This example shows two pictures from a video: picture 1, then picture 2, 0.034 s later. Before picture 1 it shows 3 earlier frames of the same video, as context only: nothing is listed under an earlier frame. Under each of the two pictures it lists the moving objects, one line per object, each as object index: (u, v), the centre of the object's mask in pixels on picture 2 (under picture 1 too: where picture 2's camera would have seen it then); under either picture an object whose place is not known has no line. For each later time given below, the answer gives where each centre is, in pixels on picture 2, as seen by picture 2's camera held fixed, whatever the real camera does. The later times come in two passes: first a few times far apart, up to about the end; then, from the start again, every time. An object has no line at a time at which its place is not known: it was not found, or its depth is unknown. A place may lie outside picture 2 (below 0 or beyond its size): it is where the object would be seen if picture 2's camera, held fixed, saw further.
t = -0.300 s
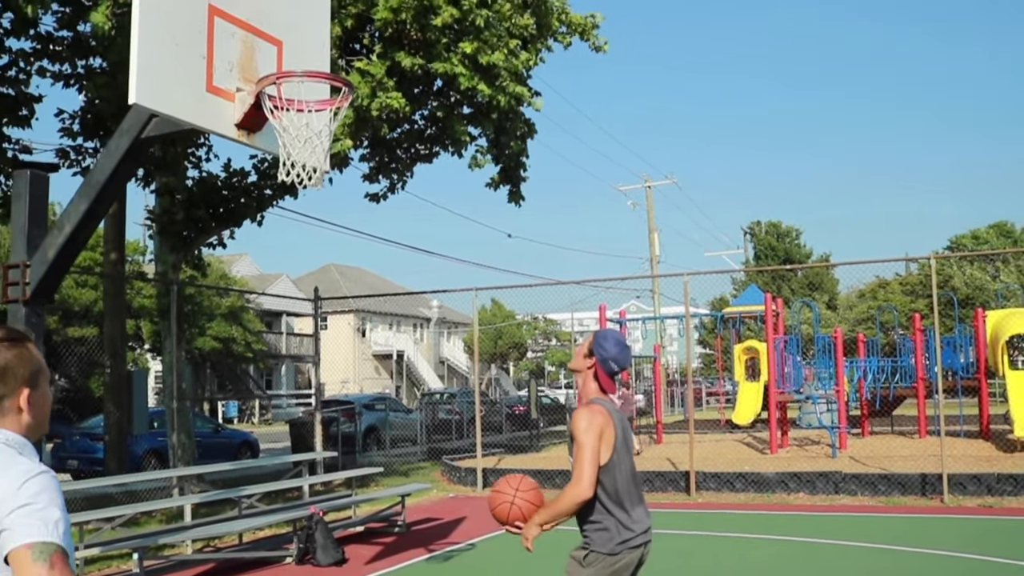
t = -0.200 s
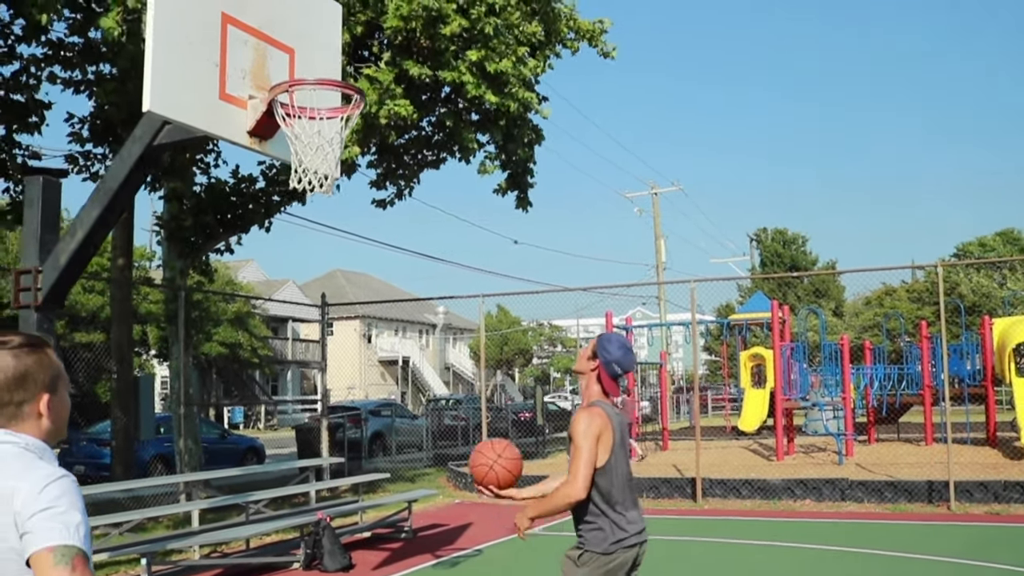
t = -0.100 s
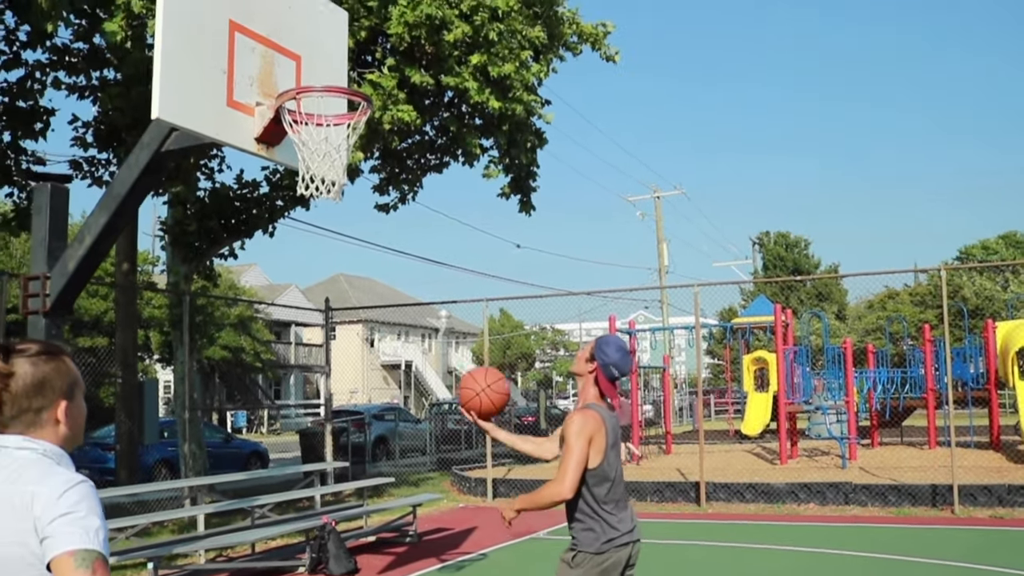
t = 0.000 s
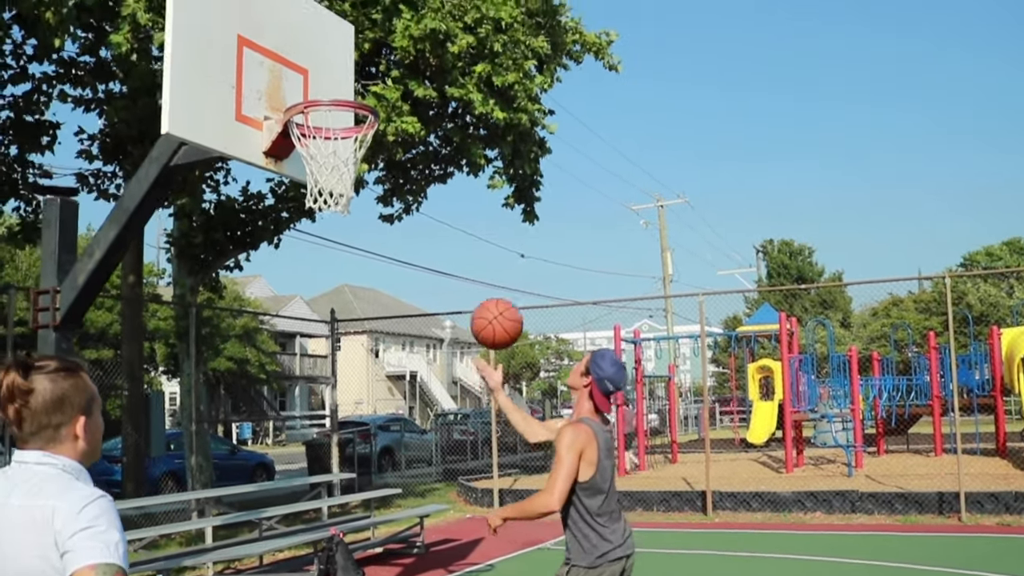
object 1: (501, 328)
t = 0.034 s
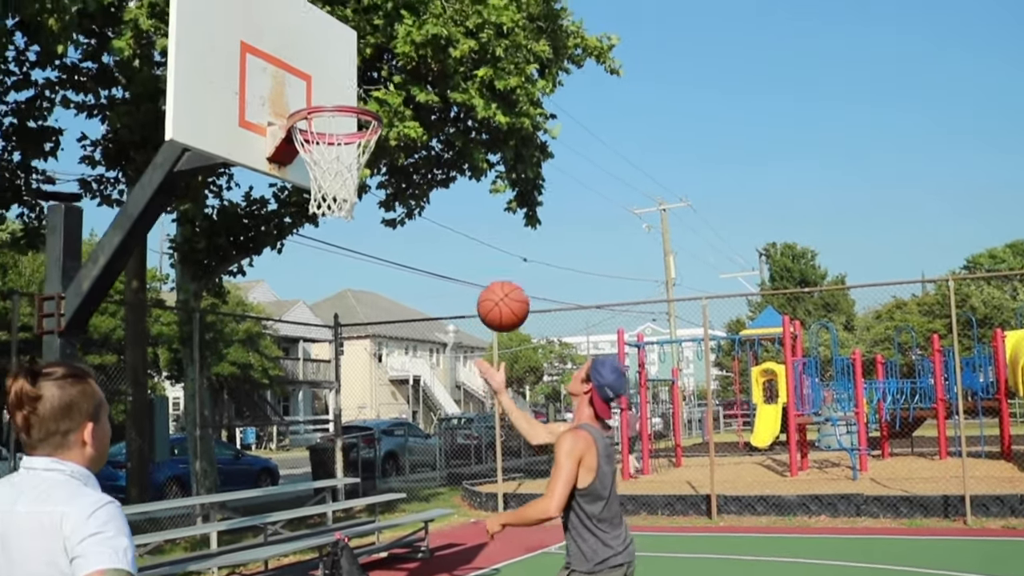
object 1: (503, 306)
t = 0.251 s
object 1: (523, 221)
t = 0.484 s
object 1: (549, 239)
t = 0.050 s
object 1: (504, 296)
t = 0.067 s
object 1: (506, 287)
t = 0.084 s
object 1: (508, 278)
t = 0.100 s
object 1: (510, 269)
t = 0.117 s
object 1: (512, 262)
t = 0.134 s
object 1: (513, 254)
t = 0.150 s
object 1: (515, 248)
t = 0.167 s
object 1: (516, 242)
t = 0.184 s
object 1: (518, 237)
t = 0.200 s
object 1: (519, 232)
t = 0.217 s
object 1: (521, 228)
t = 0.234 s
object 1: (522, 224)
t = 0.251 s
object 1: (523, 221)
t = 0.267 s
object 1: (525, 218)
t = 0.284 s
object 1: (527, 216)
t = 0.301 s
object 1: (529, 215)
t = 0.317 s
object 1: (530, 214)
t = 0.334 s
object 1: (532, 214)
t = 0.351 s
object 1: (534, 215)
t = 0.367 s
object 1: (536, 215)
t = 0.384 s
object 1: (538, 217)
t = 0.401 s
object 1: (539, 219)
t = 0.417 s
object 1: (541, 222)
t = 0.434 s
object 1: (543, 225)
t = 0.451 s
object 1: (545, 229)
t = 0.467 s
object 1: (547, 233)
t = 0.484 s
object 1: (549, 239)
